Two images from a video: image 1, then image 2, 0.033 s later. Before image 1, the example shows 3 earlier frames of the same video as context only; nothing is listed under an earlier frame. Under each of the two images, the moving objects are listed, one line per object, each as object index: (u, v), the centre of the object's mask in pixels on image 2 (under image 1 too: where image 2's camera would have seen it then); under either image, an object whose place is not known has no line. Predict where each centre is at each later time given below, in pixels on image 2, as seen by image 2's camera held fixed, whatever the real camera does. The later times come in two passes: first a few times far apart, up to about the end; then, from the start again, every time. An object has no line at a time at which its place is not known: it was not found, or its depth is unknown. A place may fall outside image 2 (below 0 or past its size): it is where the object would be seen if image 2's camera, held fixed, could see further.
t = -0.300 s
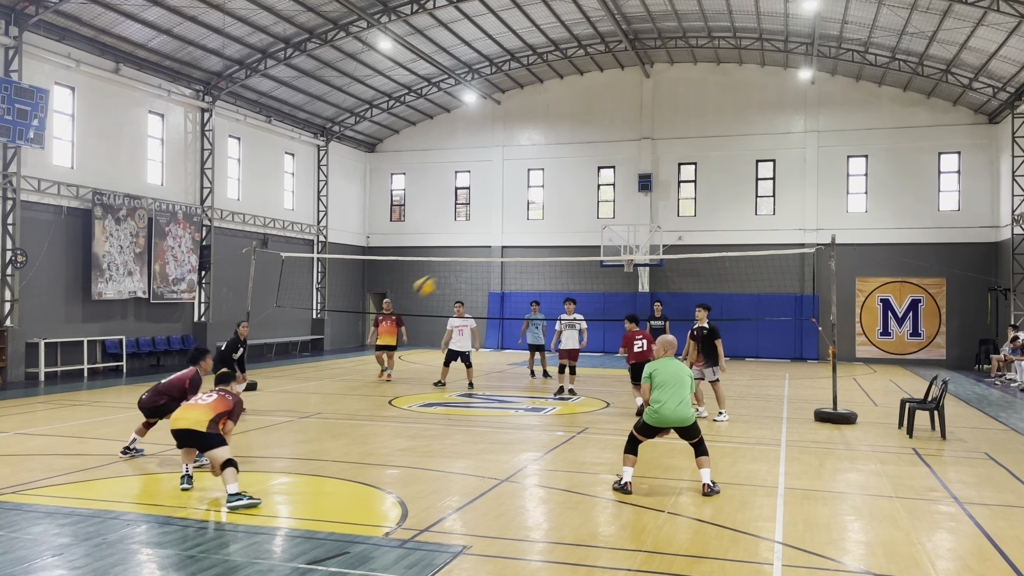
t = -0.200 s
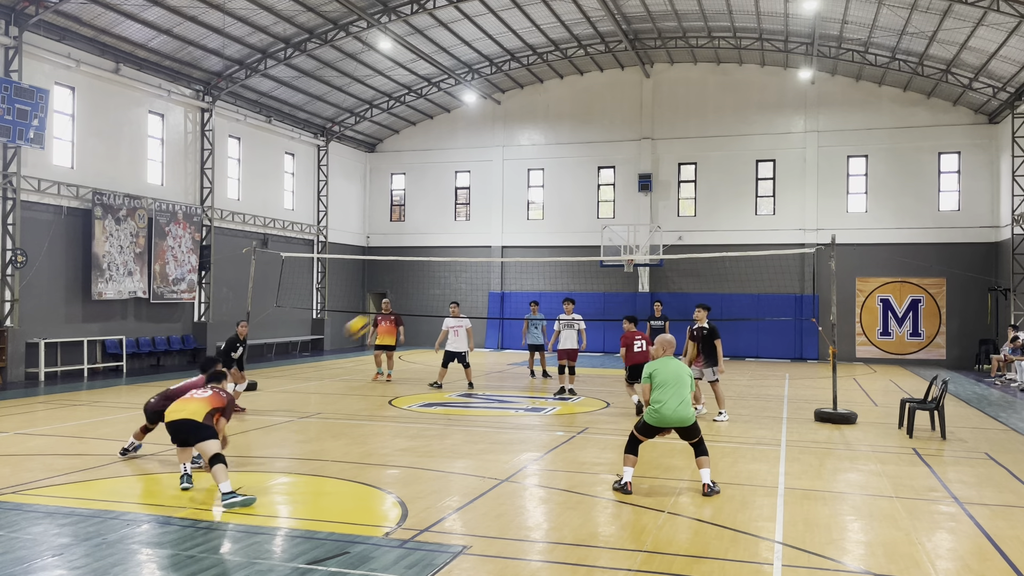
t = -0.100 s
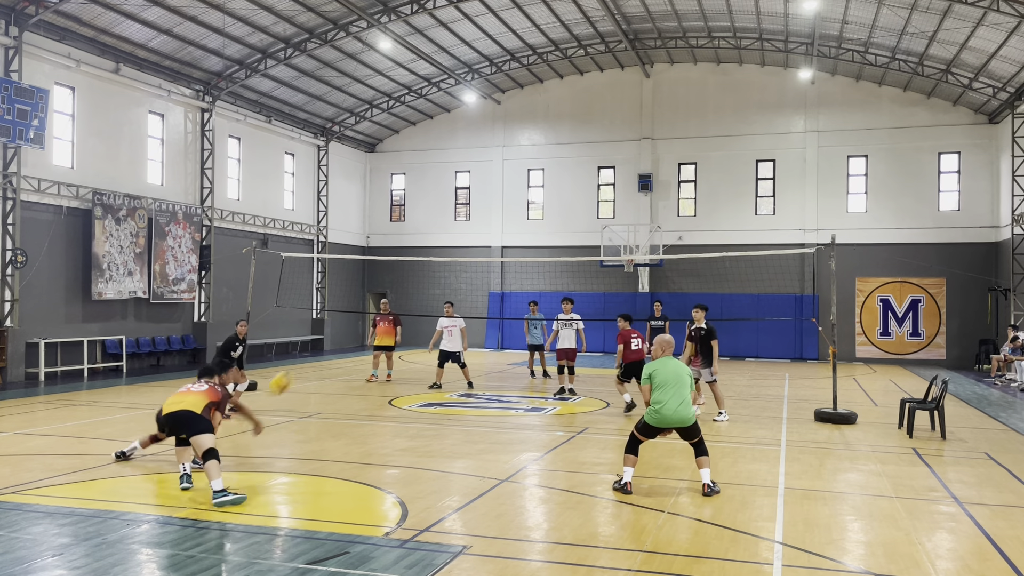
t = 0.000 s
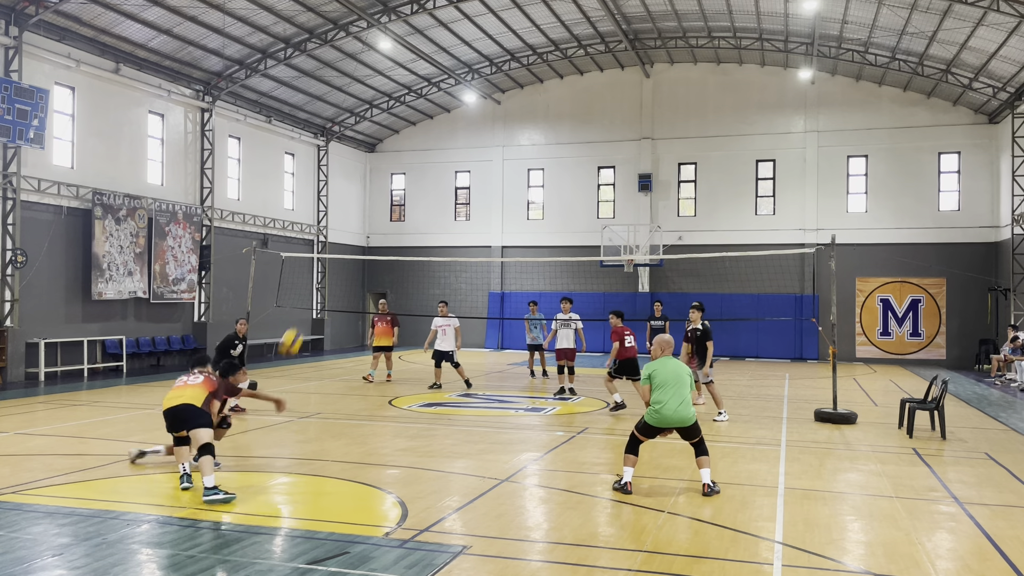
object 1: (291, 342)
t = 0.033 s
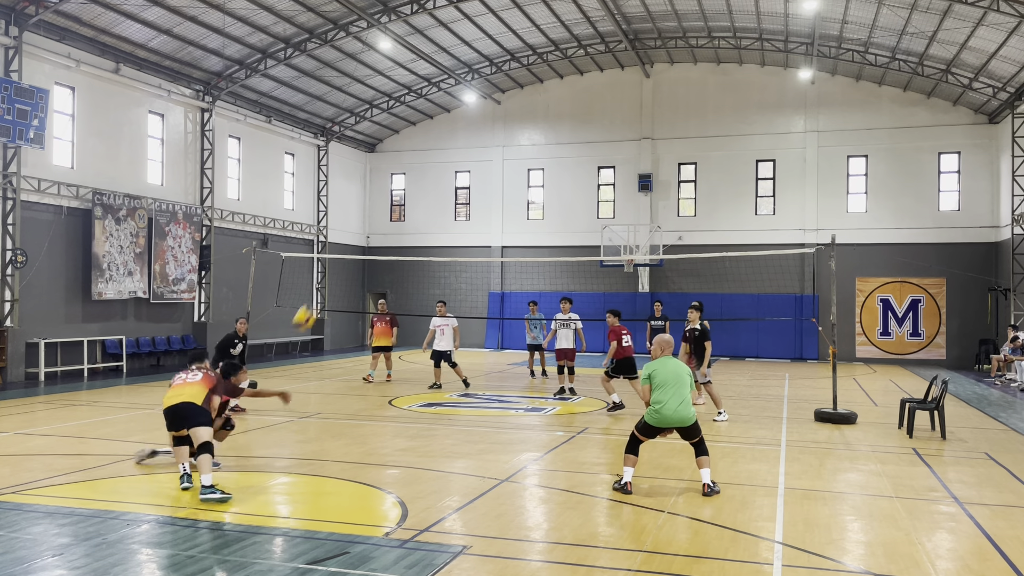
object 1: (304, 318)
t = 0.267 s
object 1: (396, 186)
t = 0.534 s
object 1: (488, 103)
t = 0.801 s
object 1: (566, 83)
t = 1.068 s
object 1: (636, 119)
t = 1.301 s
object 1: (692, 190)
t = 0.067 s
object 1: (319, 294)
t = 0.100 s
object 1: (333, 273)
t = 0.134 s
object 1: (346, 254)
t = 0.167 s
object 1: (360, 234)
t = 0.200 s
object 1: (372, 218)
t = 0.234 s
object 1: (384, 201)
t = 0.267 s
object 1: (396, 186)
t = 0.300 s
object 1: (409, 171)
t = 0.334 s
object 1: (420, 158)
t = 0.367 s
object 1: (431, 147)
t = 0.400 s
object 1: (444, 136)
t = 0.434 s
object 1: (454, 126)
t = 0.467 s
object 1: (465, 118)
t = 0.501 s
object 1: (478, 111)
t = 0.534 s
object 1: (488, 103)
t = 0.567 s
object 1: (497, 97)
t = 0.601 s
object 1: (508, 92)
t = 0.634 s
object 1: (517, 88)
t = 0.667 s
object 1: (528, 85)
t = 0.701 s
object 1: (538, 84)
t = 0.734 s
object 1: (547, 82)
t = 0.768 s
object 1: (556, 82)
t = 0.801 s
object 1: (566, 83)
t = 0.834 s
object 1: (575, 84)
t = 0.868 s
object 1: (585, 87)
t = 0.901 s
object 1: (594, 91)
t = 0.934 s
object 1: (602, 95)
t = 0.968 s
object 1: (611, 99)
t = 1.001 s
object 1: (620, 105)
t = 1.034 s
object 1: (628, 112)
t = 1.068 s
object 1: (636, 119)
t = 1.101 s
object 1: (645, 127)
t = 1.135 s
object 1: (653, 135)
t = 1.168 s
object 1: (660, 145)
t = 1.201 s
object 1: (668, 155)
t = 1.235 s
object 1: (675, 165)
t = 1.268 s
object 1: (683, 176)
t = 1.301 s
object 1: (692, 190)
